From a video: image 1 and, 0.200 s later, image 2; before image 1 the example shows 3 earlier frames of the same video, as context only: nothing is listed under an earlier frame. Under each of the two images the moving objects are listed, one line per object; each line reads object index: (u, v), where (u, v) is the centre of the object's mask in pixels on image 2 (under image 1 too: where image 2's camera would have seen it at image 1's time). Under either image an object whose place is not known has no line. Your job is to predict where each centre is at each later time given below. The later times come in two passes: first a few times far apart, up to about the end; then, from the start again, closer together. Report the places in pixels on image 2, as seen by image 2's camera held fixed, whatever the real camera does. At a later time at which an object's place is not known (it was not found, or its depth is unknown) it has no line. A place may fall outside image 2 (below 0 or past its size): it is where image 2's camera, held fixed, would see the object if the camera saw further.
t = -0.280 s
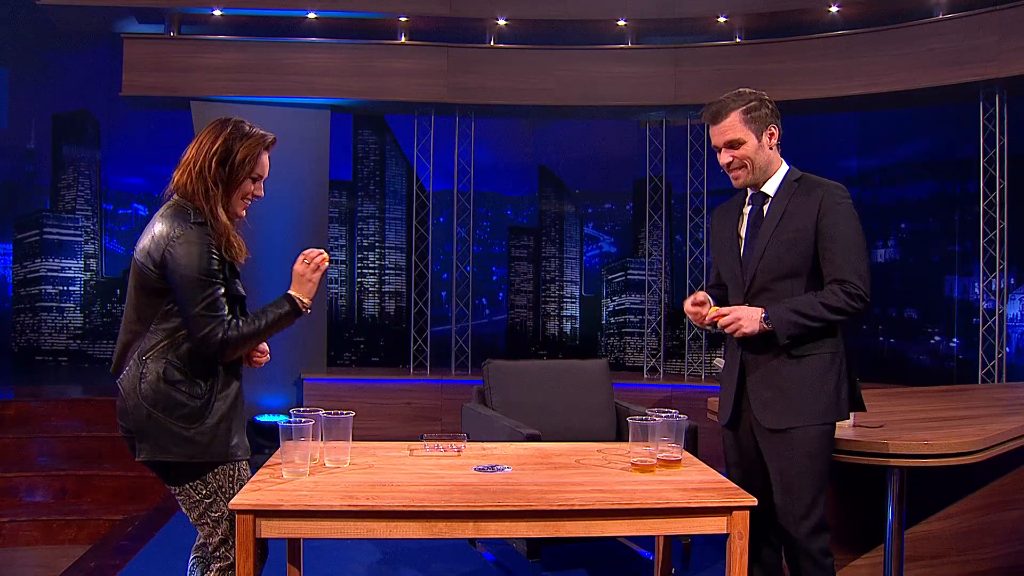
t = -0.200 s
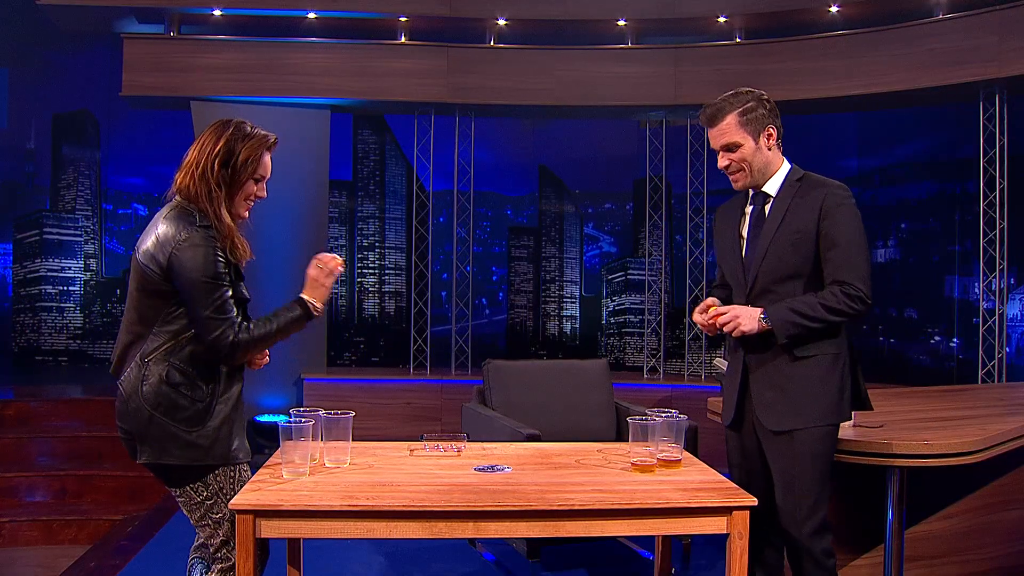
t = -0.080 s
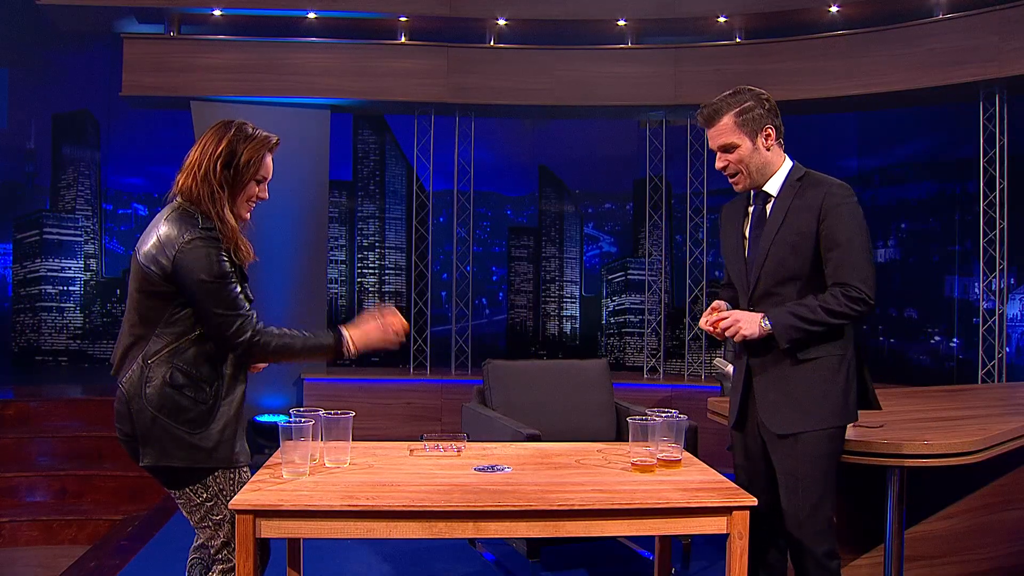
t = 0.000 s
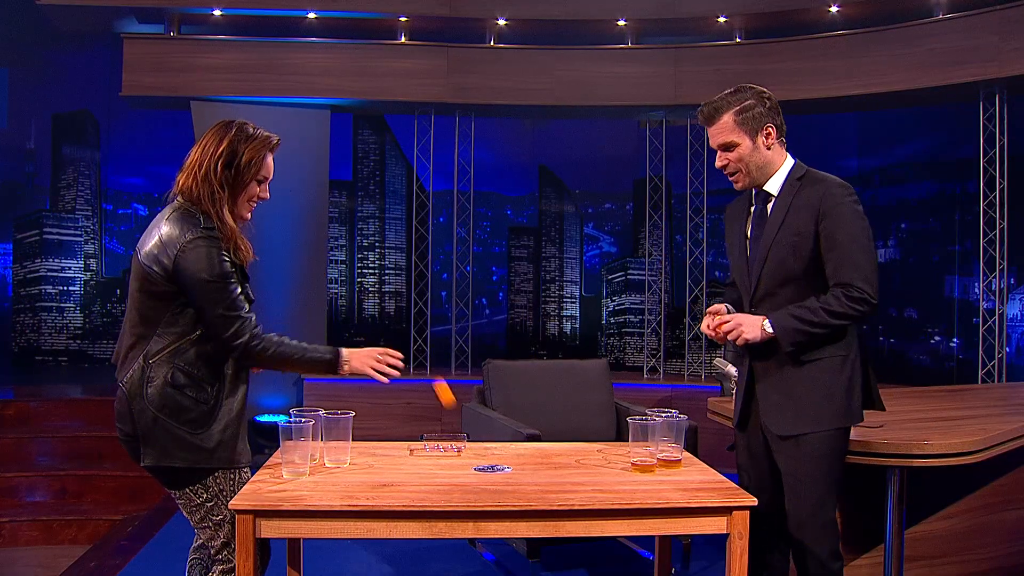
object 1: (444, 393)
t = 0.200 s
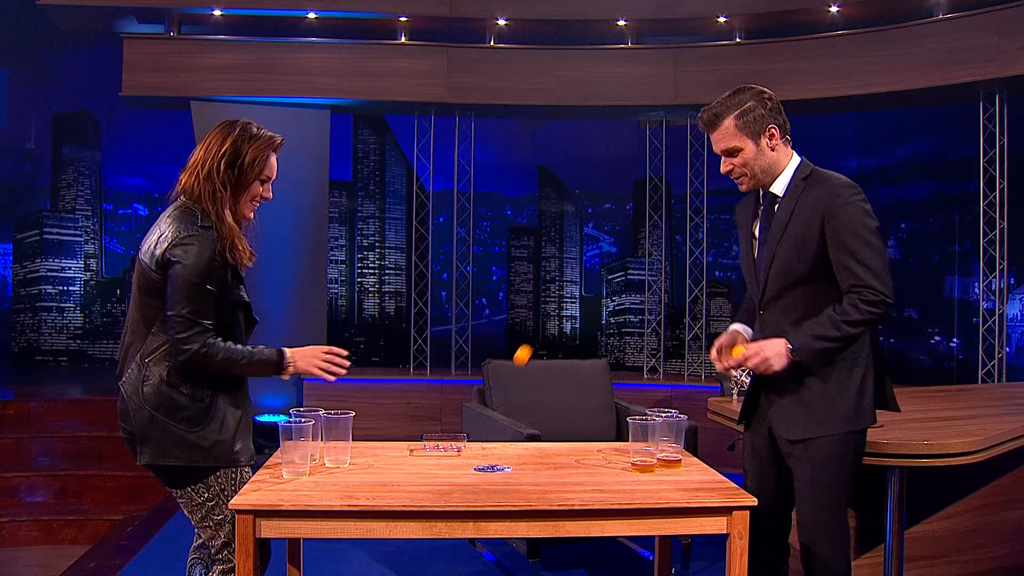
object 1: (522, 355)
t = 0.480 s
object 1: (602, 362)
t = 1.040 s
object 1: (654, 411)
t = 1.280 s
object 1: (641, 460)
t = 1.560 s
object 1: (638, 457)
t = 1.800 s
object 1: (638, 456)
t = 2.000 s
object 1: (638, 456)
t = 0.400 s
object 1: (581, 332)
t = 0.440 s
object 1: (592, 344)
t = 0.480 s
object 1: (602, 362)
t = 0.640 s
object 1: (641, 433)
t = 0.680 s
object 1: (649, 409)
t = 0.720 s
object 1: (650, 398)
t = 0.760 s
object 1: (651, 390)
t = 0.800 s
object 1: (652, 388)
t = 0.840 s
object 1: (652, 392)
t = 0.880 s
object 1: (653, 400)
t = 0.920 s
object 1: (653, 407)
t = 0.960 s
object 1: (653, 406)
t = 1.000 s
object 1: (654, 410)
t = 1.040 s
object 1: (654, 411)
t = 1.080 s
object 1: (653, 414)
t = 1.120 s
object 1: (652, 422)
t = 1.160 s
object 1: (651, 435)
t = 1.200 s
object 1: (647, 452)
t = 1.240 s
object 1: (642, 460)
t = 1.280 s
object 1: (641, 460)
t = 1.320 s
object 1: (639, 457)
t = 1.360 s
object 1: (638, 456)
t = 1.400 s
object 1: (639, 456)
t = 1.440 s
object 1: (638, 457)
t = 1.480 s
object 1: (638, 458)
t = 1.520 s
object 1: (638, 457)
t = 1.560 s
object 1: (638, 457)
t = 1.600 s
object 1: (638, 457)
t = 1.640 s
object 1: (638, 456)
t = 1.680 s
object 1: (638, 456)
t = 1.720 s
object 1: (638, 456)
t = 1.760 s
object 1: (638, 456)
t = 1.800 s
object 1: (638, 456)
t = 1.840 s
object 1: (638, 456)
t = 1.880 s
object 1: (638, 456)
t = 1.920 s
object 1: (638, 456)
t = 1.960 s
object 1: (638, 456)
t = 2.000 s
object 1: (638, 456)
